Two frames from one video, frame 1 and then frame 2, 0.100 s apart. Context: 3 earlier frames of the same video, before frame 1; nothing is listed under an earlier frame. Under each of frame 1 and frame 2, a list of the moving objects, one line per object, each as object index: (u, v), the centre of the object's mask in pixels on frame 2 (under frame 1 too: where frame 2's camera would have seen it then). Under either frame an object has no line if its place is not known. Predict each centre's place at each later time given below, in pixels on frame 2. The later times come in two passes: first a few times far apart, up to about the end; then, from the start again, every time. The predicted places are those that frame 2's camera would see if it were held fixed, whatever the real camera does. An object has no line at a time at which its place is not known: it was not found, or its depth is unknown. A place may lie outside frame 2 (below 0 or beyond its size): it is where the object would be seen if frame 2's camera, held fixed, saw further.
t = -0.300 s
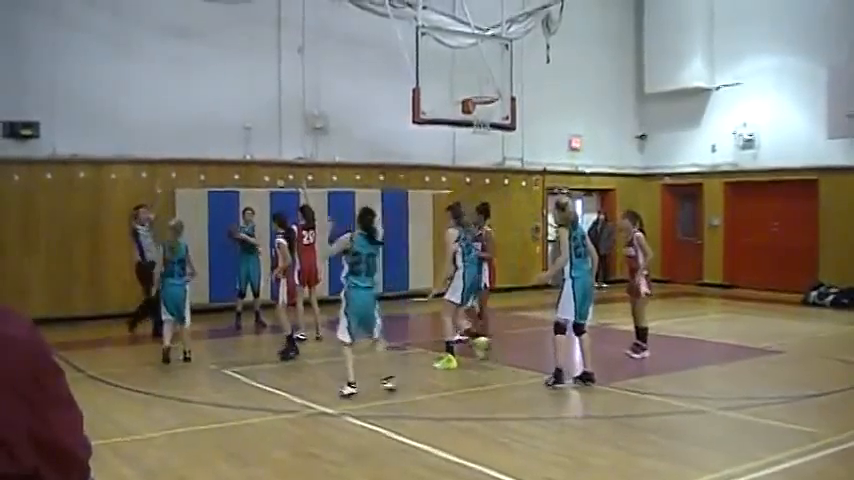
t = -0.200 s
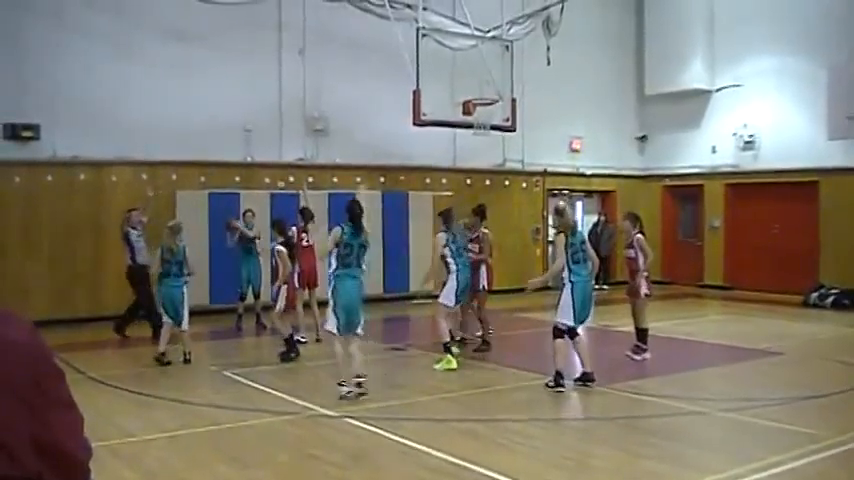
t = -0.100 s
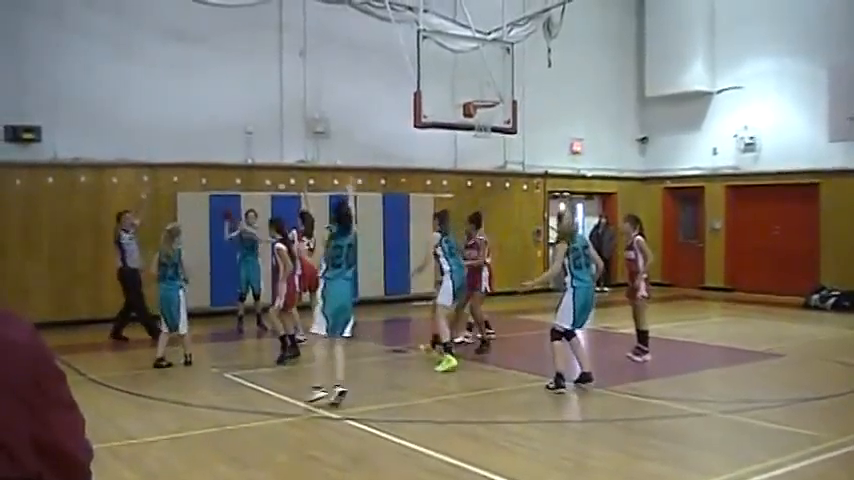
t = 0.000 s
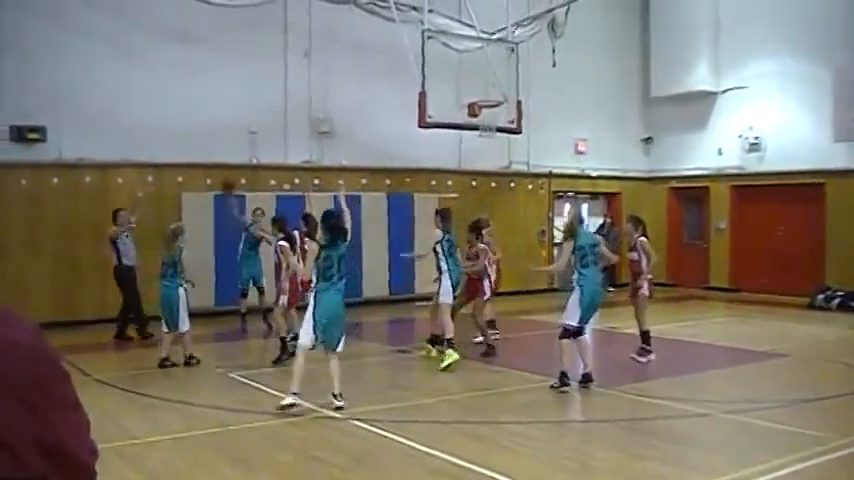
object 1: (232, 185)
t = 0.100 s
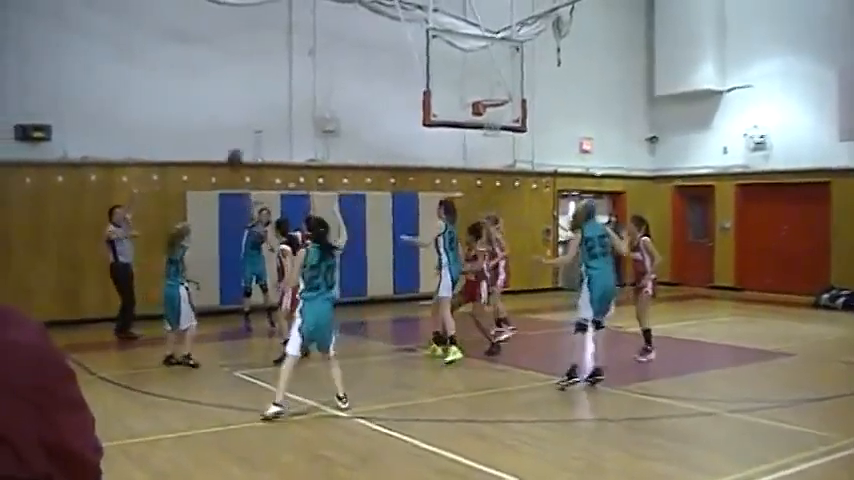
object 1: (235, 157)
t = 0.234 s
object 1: (238, 136)
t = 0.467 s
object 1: (246, 126)
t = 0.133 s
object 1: (235, 154)
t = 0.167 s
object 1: (236, 145)
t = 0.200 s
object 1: (237, 141)
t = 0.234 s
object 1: (238, 136)
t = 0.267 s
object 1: (239, 132)
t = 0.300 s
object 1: (240, 128)
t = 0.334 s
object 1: (241, 126)
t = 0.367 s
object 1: (242, 124)
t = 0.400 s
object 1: (243, 124)
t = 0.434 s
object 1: (244, 124)
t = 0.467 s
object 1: (246, 126)
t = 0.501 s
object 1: (247, 128)
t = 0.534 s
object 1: (249, 132)
